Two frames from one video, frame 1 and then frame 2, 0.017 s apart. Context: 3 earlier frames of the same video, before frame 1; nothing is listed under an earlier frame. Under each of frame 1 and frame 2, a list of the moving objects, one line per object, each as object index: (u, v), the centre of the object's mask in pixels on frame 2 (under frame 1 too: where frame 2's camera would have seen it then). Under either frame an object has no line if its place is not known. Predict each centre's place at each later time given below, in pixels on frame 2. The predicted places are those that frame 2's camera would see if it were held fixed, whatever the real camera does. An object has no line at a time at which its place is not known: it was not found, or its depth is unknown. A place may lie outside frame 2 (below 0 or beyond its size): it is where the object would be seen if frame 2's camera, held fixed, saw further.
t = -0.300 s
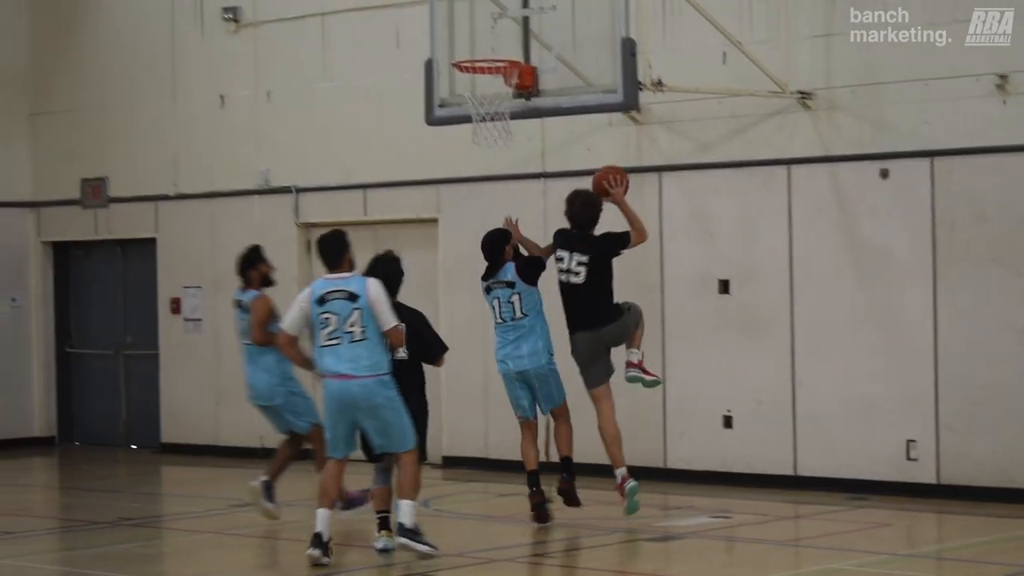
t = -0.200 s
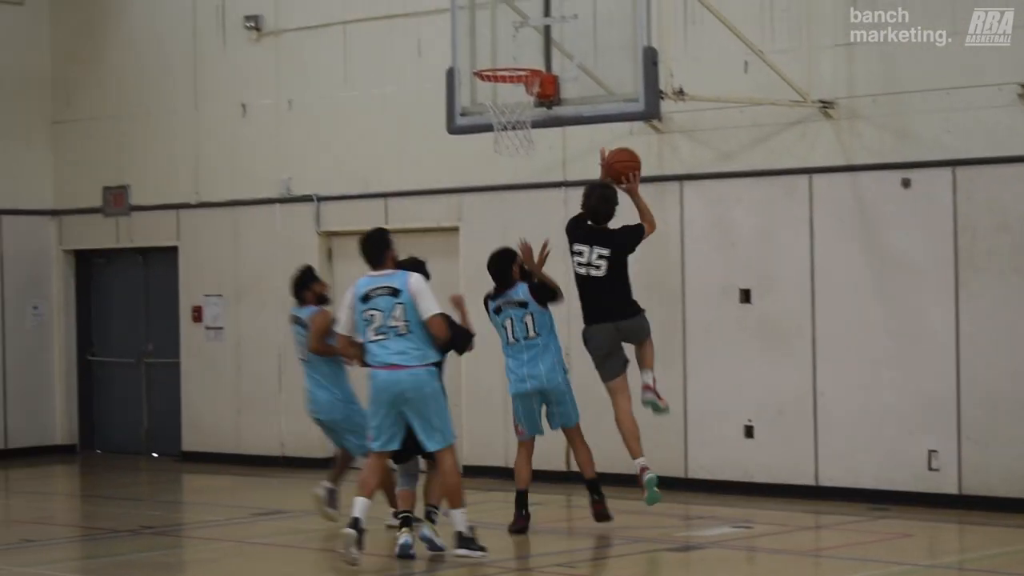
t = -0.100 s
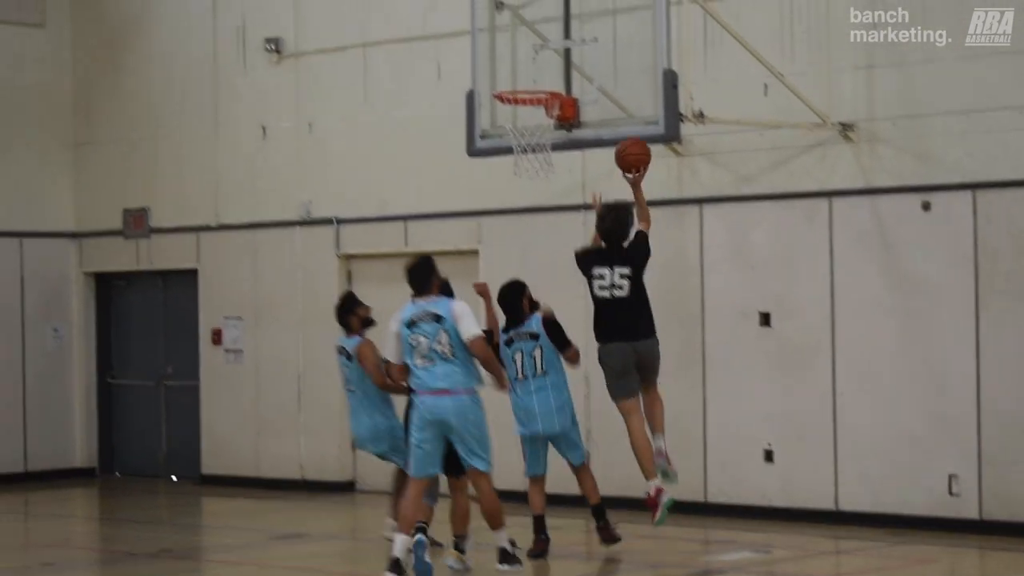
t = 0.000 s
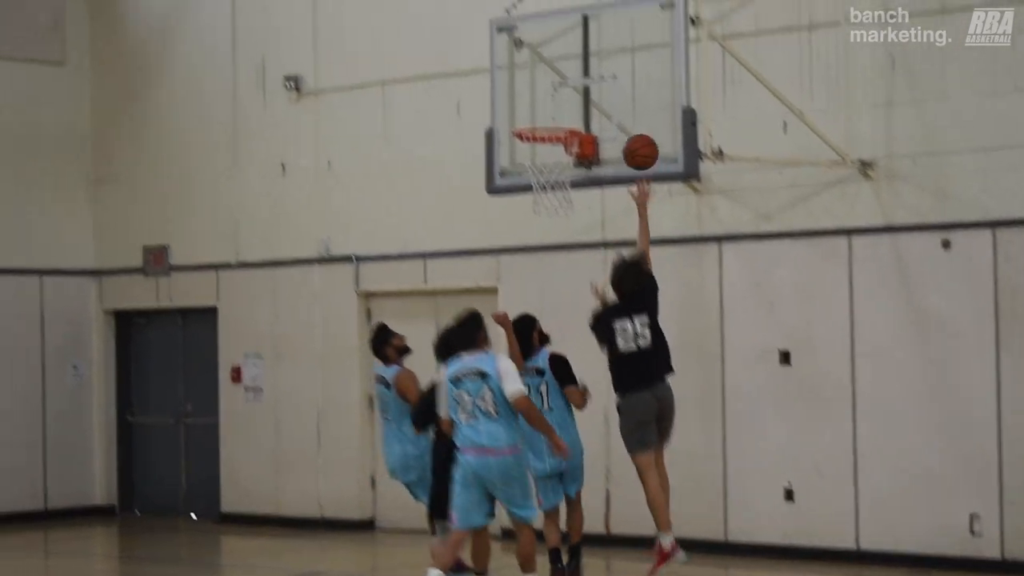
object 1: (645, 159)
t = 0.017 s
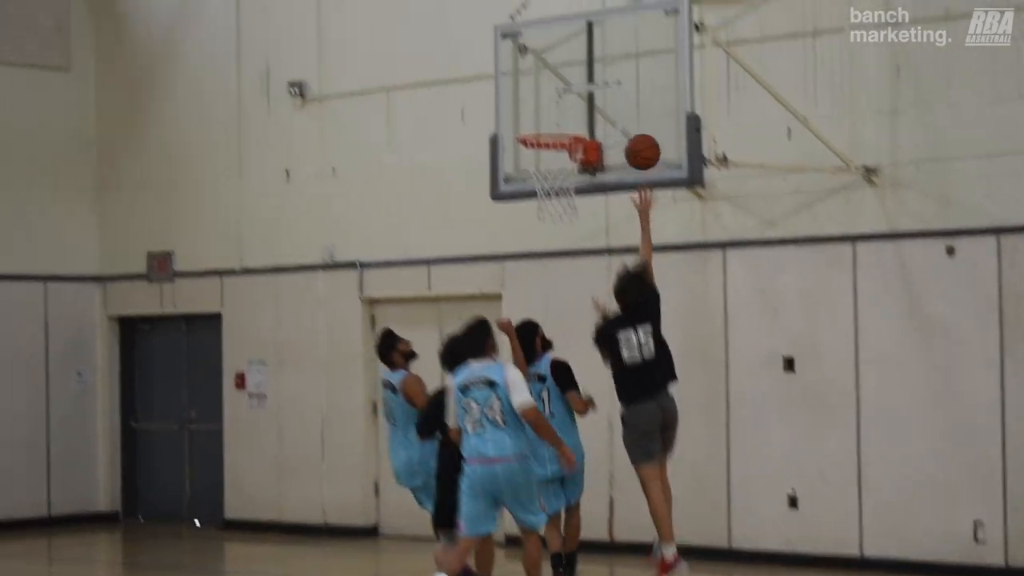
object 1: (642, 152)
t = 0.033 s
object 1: (640, 145)
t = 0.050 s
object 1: (638, 139)
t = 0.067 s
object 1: (635, 134)
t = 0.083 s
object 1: (633, 130)
